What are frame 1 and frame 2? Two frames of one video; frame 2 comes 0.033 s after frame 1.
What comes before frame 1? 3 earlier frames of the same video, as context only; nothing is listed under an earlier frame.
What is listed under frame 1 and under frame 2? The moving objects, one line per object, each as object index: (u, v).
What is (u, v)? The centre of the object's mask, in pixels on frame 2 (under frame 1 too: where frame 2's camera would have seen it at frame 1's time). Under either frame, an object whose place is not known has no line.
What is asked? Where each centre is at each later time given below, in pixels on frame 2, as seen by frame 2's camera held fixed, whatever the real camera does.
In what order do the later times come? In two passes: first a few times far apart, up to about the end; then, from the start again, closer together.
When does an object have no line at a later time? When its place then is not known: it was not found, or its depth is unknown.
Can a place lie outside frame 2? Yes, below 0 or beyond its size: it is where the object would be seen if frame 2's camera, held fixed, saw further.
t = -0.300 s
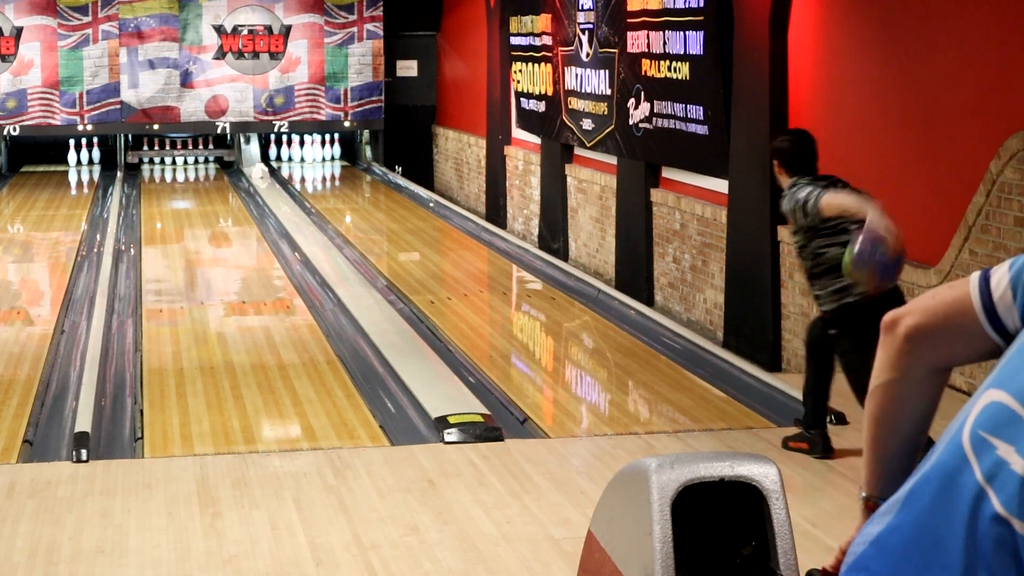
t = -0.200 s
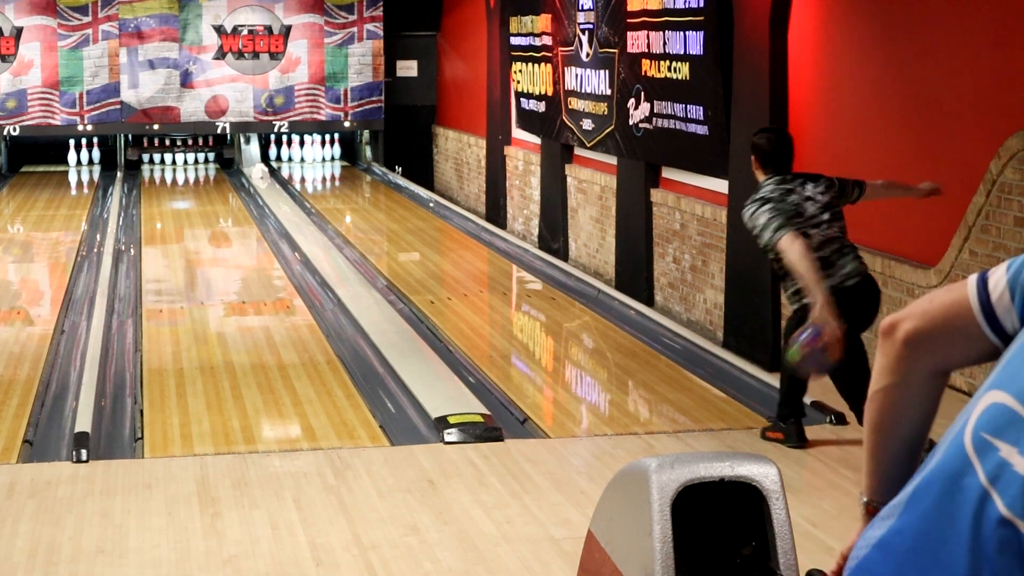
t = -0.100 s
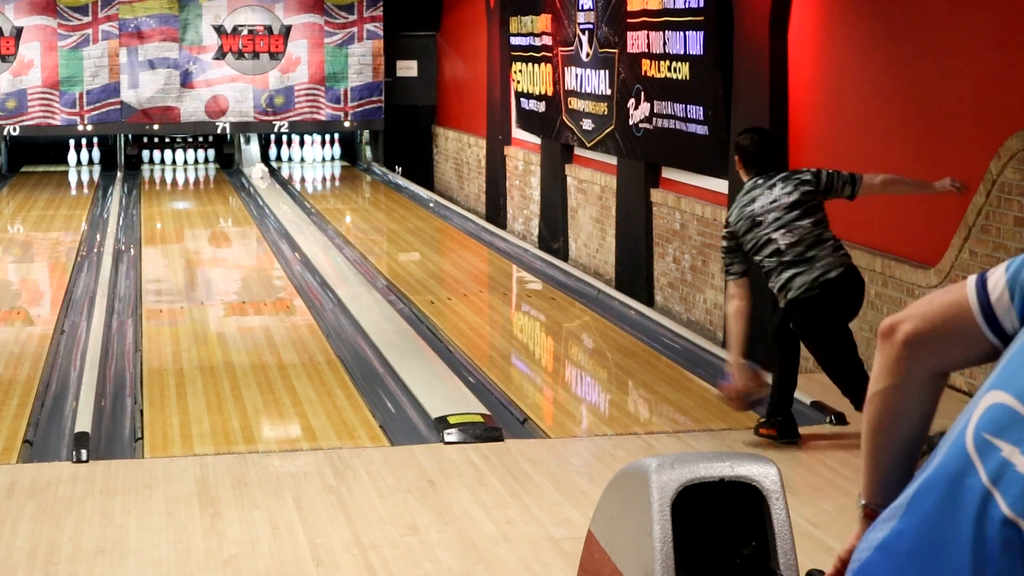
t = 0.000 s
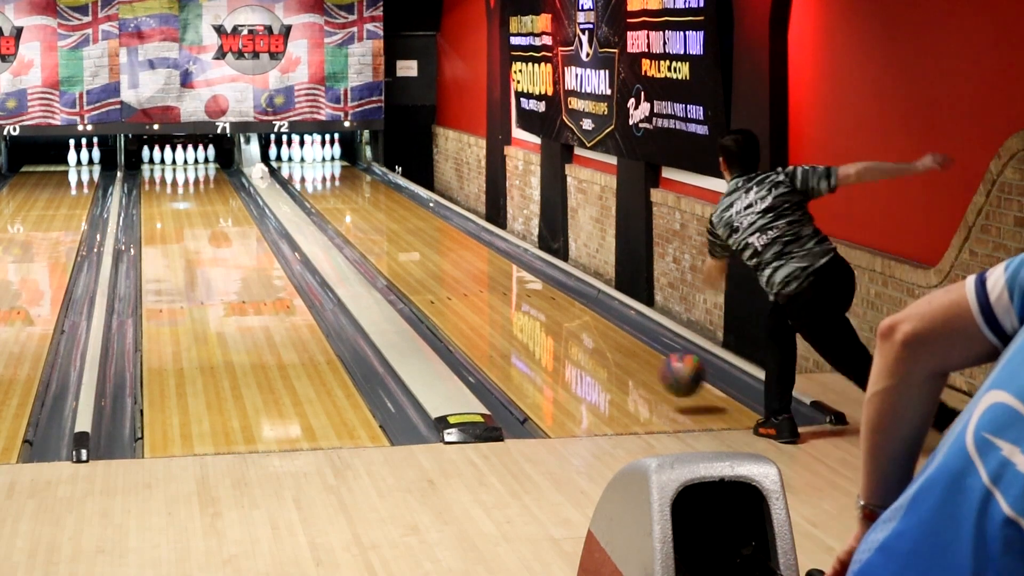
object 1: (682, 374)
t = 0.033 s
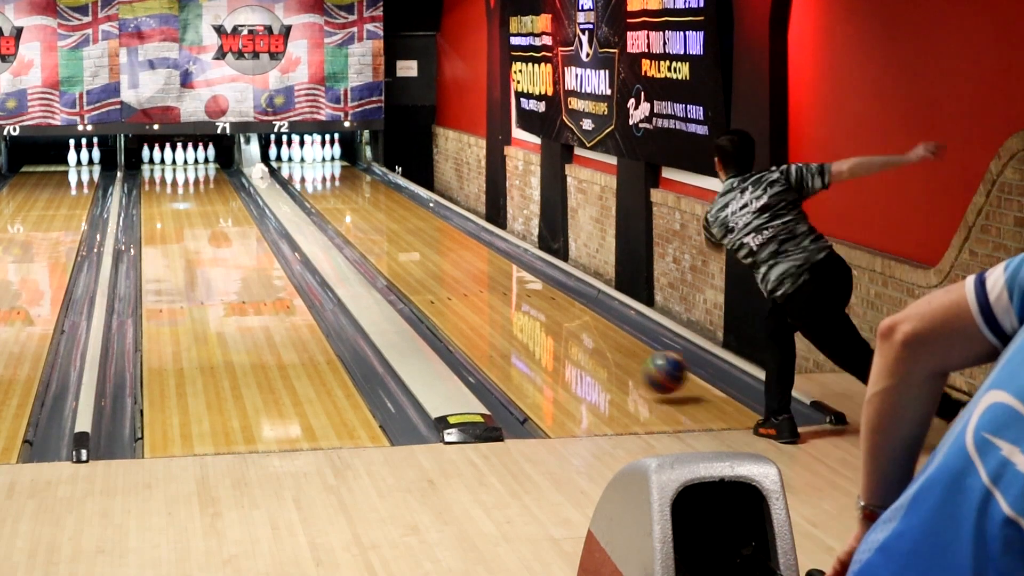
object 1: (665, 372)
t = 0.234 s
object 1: (579, 333)
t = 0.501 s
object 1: (496, 286)
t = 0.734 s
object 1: (443, 257)
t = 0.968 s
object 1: (402, 233)
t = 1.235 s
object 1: (367, 212)
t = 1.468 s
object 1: (341, 196)
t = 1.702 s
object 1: (321, 184)
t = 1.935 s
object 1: (306, 173)
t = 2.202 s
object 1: (296, 164)
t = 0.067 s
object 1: (649, 372)
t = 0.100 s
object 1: (633, 363)
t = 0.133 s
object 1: (618, 355)
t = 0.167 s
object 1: (604, 348)
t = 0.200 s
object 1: (591, 341)
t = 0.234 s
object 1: (579, 333)
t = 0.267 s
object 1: (566, 326)
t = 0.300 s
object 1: (555, 319)
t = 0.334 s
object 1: (544, 314)
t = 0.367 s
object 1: (533, 307)
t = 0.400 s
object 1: (524, 302)
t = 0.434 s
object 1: (514, 296)
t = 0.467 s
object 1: (505, 291)
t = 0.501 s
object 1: (496, 286)
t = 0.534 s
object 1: (488, 282)
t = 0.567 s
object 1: (480, 277)
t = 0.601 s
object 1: (472, 273)
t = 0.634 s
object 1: (464, 269)
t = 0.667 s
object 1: (457, 265)
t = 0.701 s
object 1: (450, 261)
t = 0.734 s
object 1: (443, 257)
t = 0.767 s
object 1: (437, 253)
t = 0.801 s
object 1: (431, 250)
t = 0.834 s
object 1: (424, 246)
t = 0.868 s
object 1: (418, 242)
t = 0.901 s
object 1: (413, 239)
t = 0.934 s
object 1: (408, 237)
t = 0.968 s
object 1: (402, 233)
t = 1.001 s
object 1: (397, 231)
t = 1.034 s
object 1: (393, 228)
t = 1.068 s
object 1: (388, 225)
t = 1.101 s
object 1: (383, 222)
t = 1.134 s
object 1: (378, 220)
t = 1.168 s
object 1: (374, 217)
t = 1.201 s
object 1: (370, 215)
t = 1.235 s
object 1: (367, 212)
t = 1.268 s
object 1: (362, 209)
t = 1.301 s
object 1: (358, 208)
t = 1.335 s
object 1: (355, 205)
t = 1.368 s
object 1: (352, 203)
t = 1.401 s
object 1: (348, 201)
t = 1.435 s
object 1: (345, 198)
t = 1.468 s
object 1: (341, 196)
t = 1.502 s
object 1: (339, 195)
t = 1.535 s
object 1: (336, 193)
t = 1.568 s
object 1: (332, 190)
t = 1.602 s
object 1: (329, 189)
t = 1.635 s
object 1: (327, 187)
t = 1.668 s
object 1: (324, 187)
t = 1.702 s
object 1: (321, 184)
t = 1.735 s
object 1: (319, 182)
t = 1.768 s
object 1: (316, 180)
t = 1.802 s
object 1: (314, 179)
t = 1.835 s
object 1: (312, 178)
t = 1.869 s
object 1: (309, 176)
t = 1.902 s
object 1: (307, 176)
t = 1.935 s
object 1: (306, 173)
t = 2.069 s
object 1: (298, 169)
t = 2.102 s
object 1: (297, 168)
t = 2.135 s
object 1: (296, 166)
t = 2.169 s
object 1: (296, 165)
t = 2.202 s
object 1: (296, 164)
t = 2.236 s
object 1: (295, 163)
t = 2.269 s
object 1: (295, 161)
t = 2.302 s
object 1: (295, 161)
